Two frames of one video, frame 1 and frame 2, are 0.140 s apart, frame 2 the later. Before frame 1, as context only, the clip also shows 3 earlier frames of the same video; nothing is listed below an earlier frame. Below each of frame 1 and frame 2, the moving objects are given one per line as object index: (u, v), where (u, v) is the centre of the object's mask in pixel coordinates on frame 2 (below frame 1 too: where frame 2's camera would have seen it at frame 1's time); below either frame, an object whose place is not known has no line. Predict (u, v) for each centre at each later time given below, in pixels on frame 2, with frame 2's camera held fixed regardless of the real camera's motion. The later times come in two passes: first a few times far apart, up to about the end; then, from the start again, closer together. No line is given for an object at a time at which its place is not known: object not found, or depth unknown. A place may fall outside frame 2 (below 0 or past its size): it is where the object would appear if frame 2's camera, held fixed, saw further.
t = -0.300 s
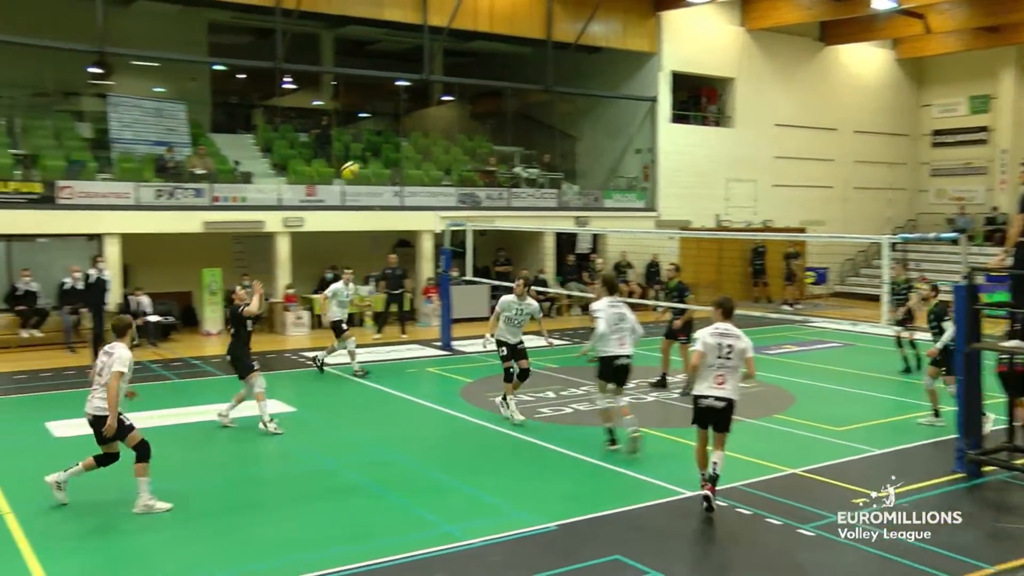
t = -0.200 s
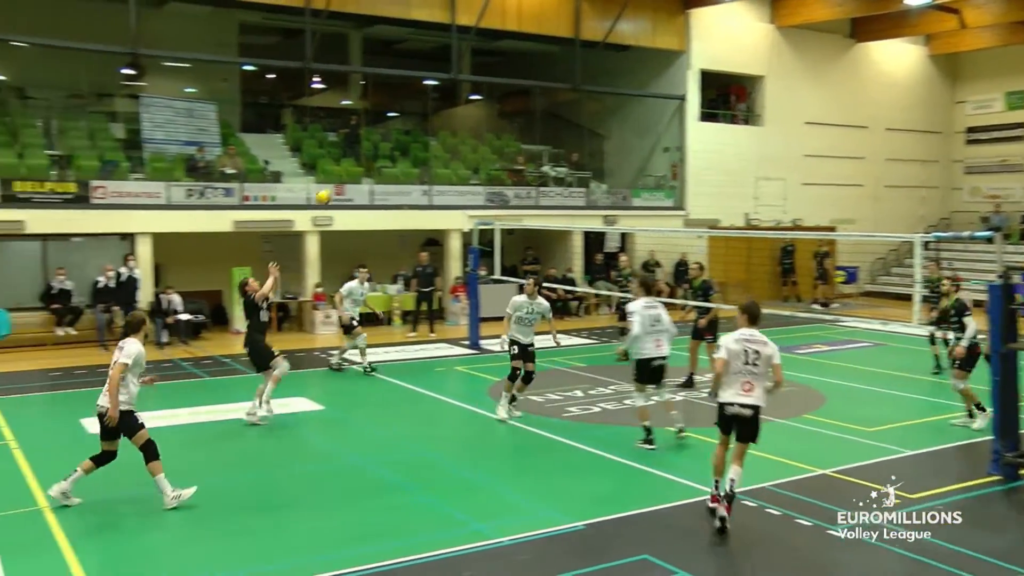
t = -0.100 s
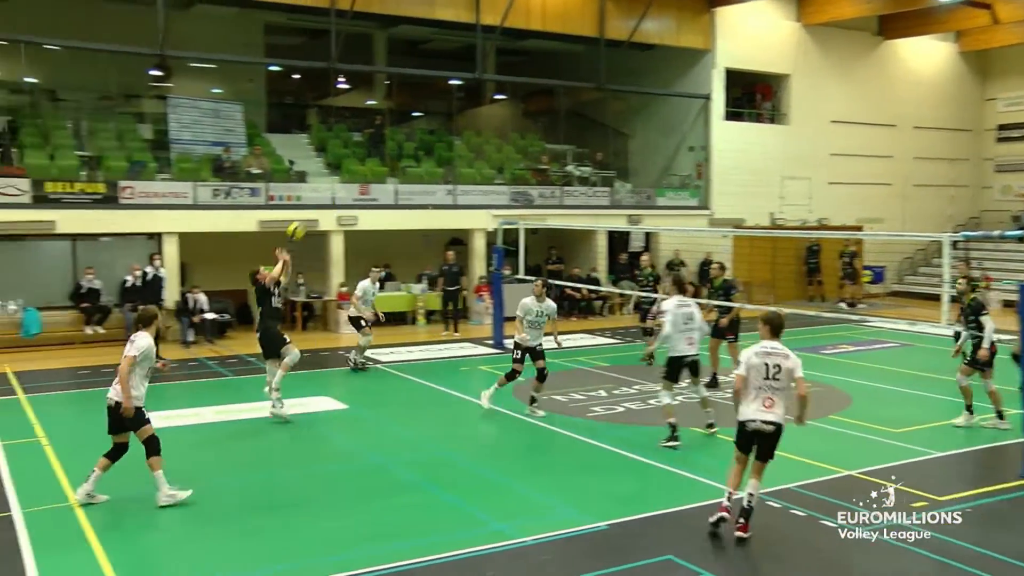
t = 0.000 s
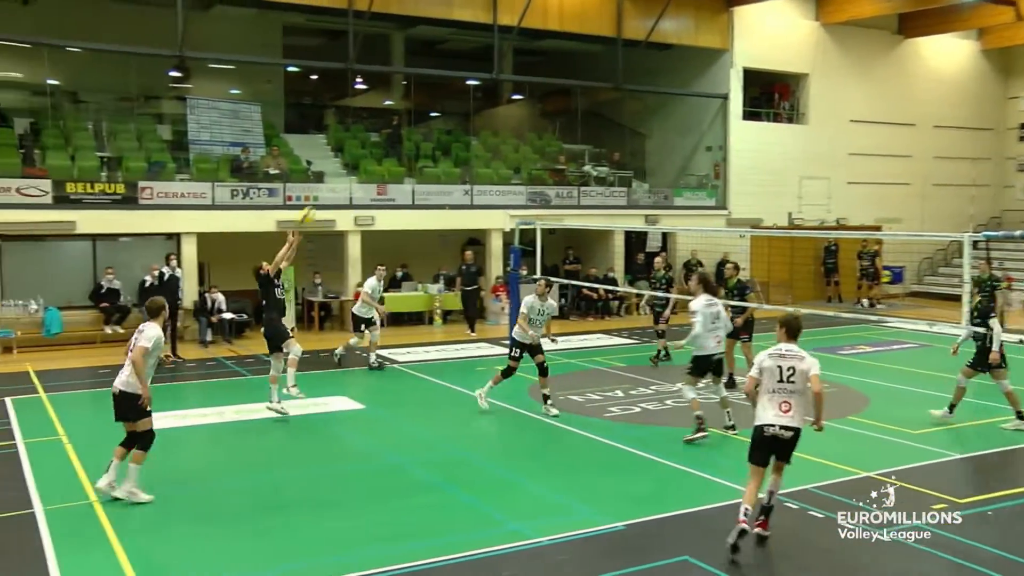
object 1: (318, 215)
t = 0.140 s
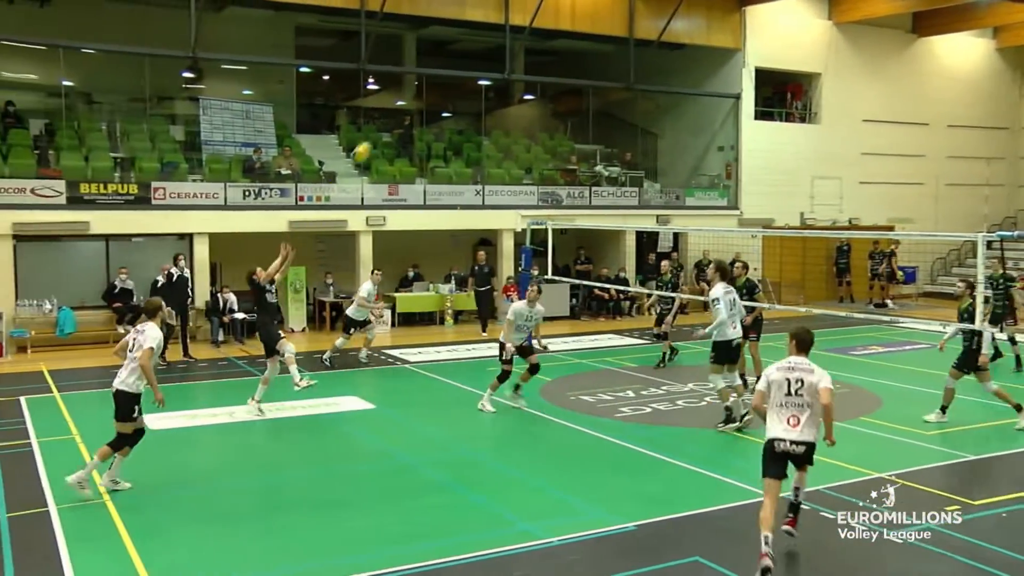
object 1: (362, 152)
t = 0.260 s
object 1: (399, 110)
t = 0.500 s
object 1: (470, 62)
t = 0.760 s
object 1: (543, 60)
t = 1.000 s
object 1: (607, 102)
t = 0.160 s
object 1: (368, 144)
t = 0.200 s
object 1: (381, 129)
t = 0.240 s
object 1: (393, 117)
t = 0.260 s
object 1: (399, 110)
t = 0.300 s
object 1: (412, 98)
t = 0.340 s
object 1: (423, 89)
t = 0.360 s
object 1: (429, 85)
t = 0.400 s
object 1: (441, 76)
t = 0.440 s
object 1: (453, 70)
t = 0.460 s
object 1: (459, 66)
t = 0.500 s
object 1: (470, 62)
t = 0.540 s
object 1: (482, 58)
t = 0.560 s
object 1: (487, 57)
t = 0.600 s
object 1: (499, 55)
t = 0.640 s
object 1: (510, 54)
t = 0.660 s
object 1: (515, 54)
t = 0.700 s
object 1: (527, 55)
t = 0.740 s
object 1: (538, 58)
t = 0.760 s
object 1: (543, 60)
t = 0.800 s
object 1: (554, 64)
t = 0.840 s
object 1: (565, 69)
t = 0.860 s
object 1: (570, 72)
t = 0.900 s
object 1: (581, 79)
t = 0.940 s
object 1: (591, 87)
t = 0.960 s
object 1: (597, 91)
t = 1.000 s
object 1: (607, 102)
